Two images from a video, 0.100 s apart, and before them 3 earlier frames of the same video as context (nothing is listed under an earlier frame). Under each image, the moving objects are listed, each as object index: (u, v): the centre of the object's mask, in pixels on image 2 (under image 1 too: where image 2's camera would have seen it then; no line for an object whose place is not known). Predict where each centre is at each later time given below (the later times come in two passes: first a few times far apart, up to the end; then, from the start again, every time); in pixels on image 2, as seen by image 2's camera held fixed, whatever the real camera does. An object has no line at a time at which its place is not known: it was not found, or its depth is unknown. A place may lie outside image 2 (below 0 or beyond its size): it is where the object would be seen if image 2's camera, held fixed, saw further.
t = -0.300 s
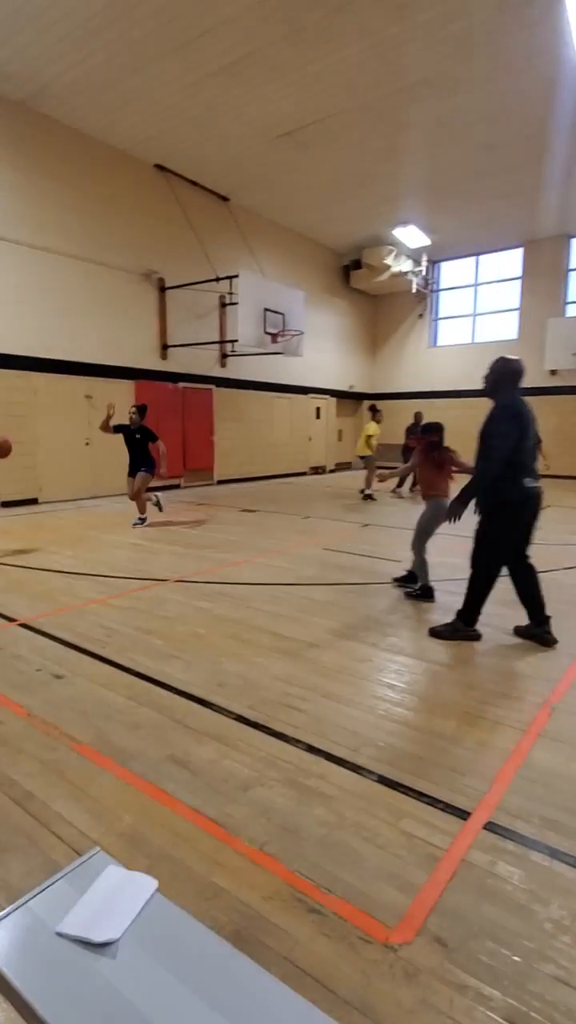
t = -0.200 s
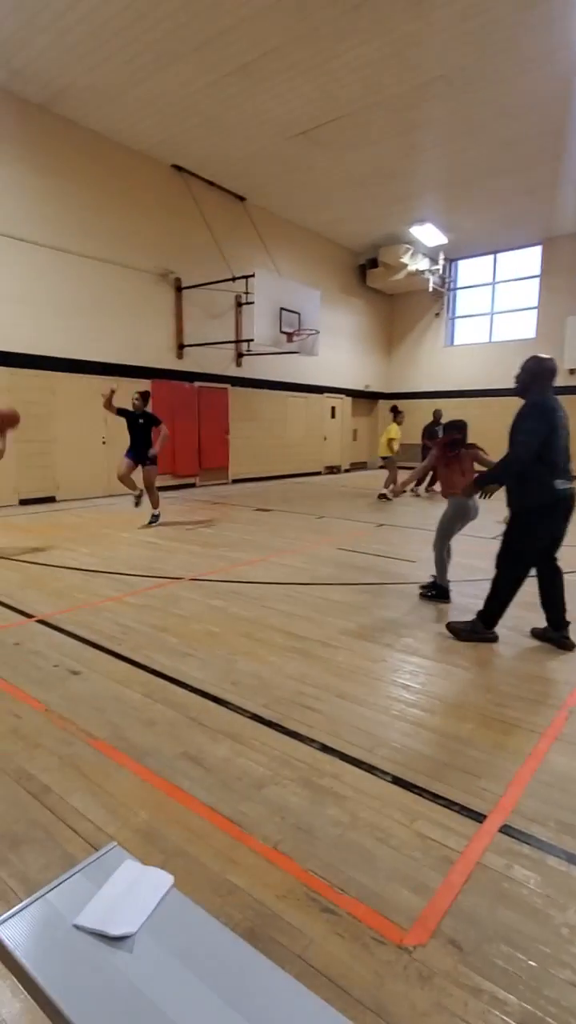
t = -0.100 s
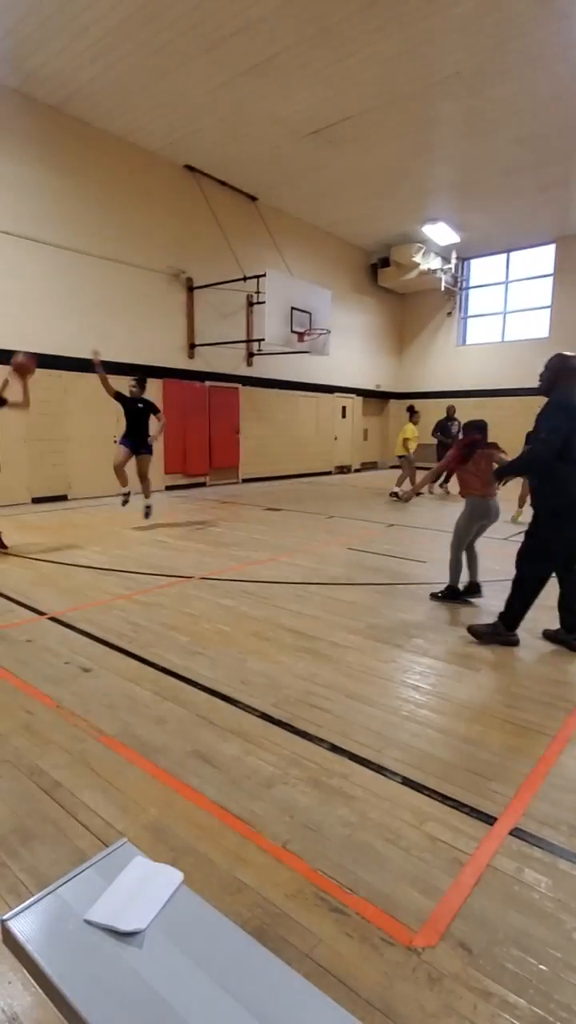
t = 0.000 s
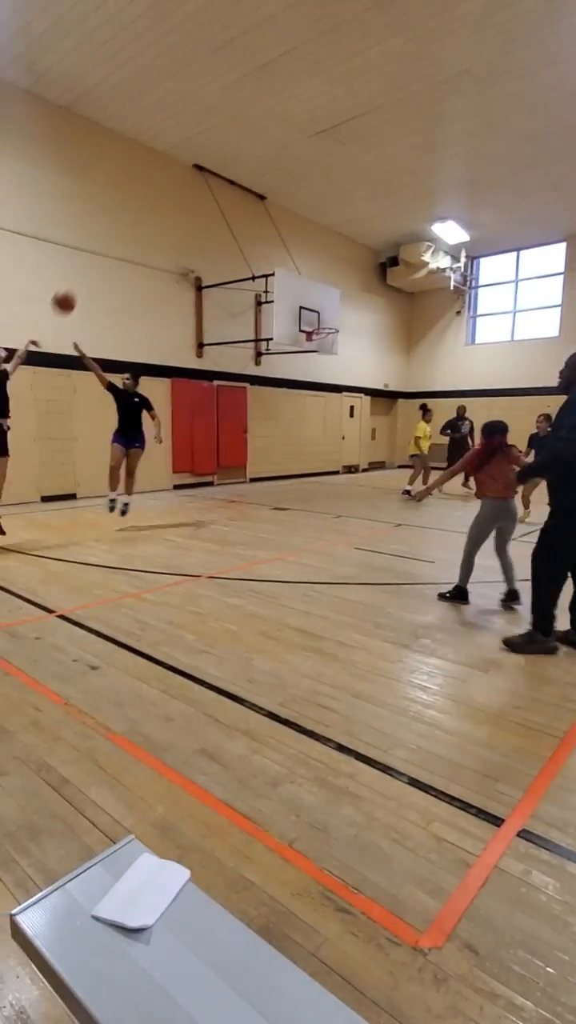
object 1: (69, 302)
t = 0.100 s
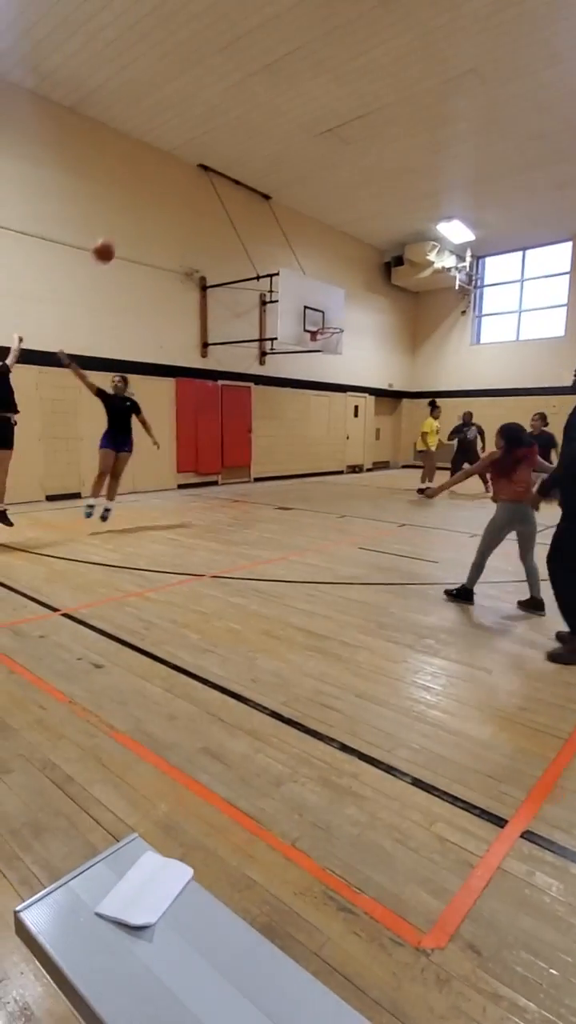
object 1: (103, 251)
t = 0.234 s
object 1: (144, 204)
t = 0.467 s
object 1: (207, 169)
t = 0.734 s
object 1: (263, 185)
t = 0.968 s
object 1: (304, 234)
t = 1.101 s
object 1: (323, 274)
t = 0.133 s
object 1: (114, 237)
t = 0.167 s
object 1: (124, 225)
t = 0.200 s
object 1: (134, 214)
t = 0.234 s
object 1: (144, 204)
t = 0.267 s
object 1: (154, 195)
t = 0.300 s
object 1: (163, 188)
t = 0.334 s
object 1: (172, 182)
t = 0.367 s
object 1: (181, 177)
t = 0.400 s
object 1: (191, 174)
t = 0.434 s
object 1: (199, 171)
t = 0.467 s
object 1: (207, 169)
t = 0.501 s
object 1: (215, 168)
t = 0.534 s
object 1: (222, 167)
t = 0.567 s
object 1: (229, 169)
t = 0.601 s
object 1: (236, 171)
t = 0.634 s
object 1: (243, 173)
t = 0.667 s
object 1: (250, 176)
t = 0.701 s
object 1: (257, 180)
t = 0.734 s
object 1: (263, 185)
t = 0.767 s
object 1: (270, 190)
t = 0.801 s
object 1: (276, 195)
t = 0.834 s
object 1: (282, 202)
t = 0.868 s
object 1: (287, 209)
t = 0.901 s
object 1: (293, 217)
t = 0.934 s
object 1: (299, 226)
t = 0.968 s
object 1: (304, 234)
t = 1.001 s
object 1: (308, 243)
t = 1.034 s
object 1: (313, 253)
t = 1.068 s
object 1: (318, 263)
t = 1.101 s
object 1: (323, 274)
